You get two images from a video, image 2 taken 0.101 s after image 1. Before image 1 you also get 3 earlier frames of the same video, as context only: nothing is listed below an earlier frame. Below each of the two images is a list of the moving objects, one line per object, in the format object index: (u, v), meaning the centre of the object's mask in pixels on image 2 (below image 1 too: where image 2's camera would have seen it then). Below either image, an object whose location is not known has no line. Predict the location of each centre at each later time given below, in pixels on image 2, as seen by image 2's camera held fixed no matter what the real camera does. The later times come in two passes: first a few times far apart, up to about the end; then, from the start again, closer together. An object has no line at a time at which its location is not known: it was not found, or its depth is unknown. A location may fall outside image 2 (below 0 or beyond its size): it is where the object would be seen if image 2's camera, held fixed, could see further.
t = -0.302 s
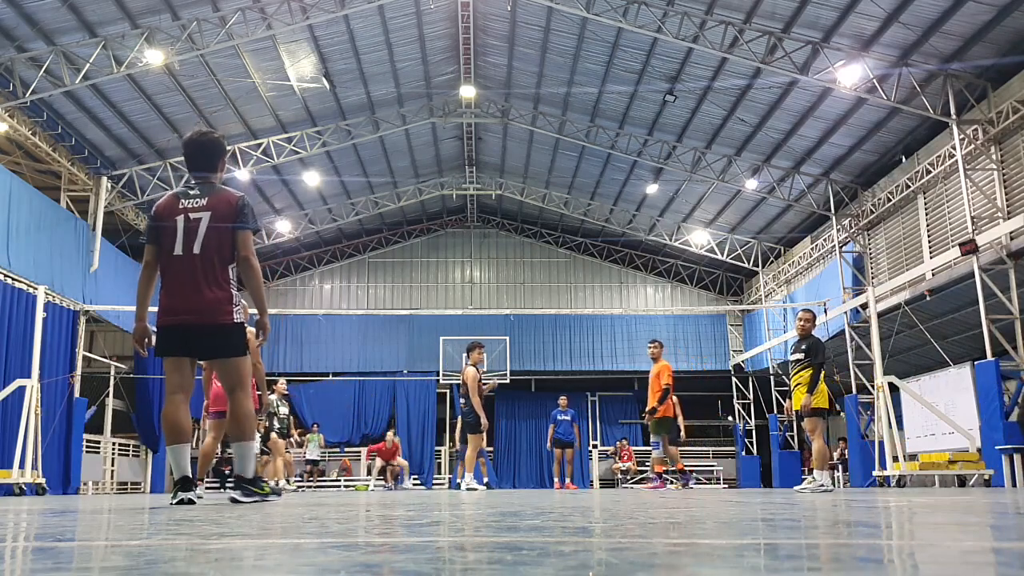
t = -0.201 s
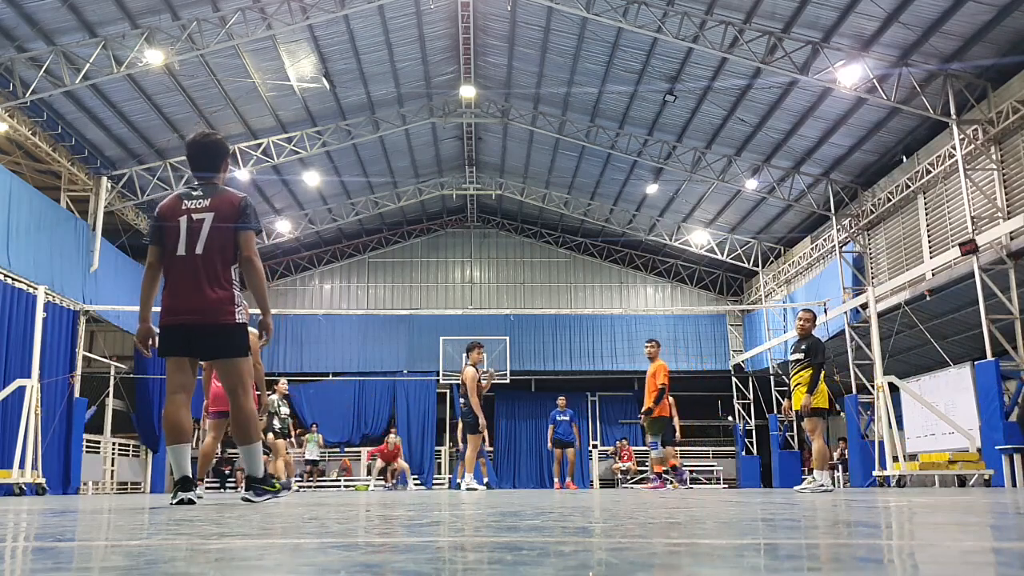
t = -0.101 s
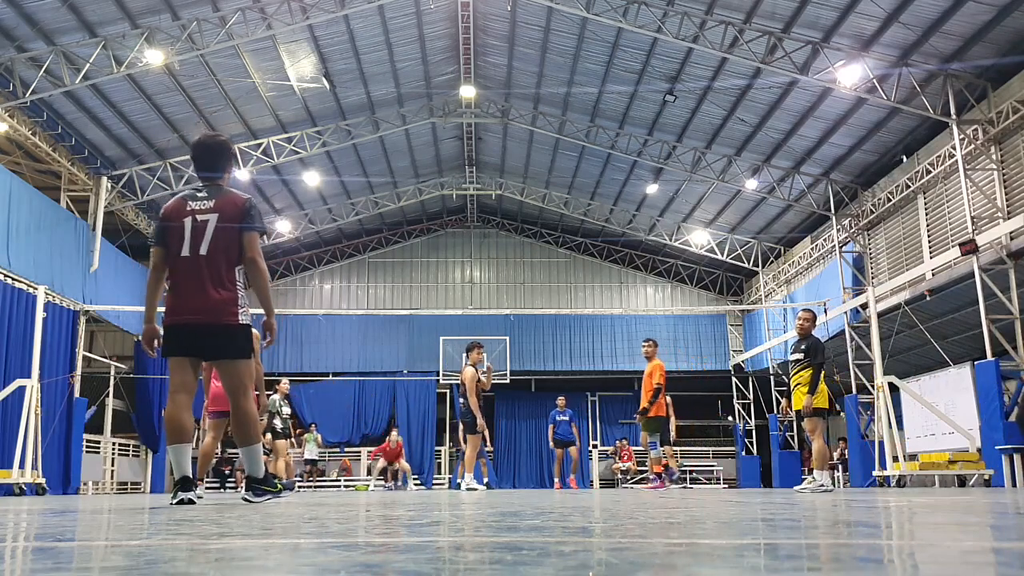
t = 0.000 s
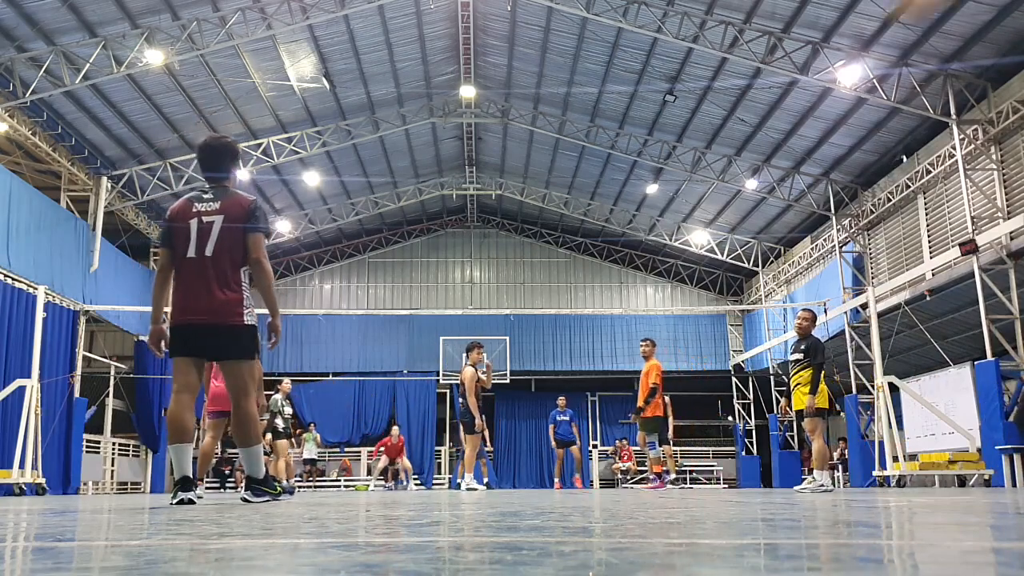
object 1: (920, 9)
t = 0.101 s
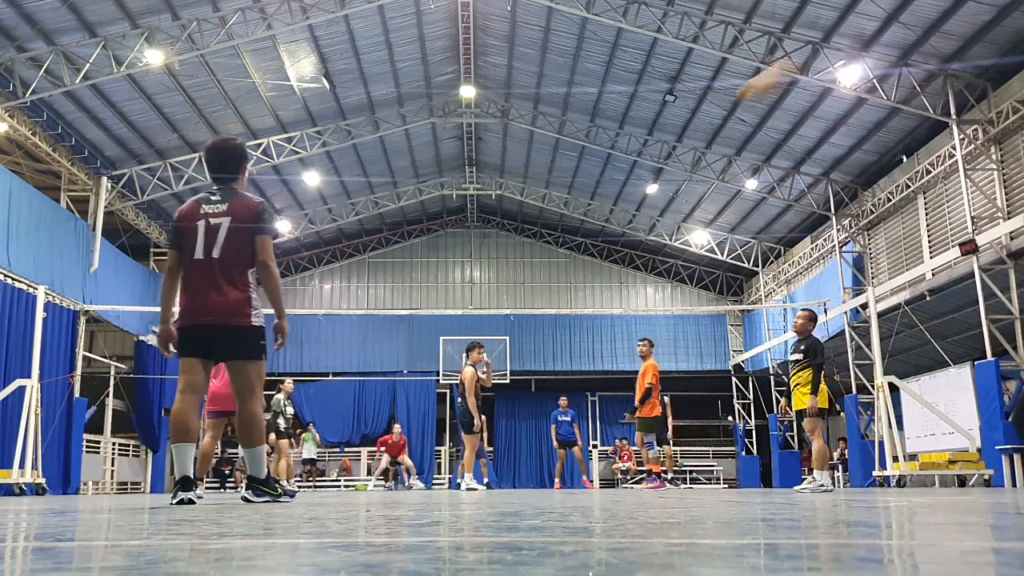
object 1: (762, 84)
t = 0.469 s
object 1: (539, 251)
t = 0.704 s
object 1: (482, 337)
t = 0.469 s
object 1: (539, 251)
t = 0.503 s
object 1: (530, 263)
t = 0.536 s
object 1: (521, 275)
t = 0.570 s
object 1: (513, 288)
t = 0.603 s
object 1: (505, 300)
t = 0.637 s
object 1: (496, 313)
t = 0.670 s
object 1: (490, 325)
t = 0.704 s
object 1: (482, 337)
